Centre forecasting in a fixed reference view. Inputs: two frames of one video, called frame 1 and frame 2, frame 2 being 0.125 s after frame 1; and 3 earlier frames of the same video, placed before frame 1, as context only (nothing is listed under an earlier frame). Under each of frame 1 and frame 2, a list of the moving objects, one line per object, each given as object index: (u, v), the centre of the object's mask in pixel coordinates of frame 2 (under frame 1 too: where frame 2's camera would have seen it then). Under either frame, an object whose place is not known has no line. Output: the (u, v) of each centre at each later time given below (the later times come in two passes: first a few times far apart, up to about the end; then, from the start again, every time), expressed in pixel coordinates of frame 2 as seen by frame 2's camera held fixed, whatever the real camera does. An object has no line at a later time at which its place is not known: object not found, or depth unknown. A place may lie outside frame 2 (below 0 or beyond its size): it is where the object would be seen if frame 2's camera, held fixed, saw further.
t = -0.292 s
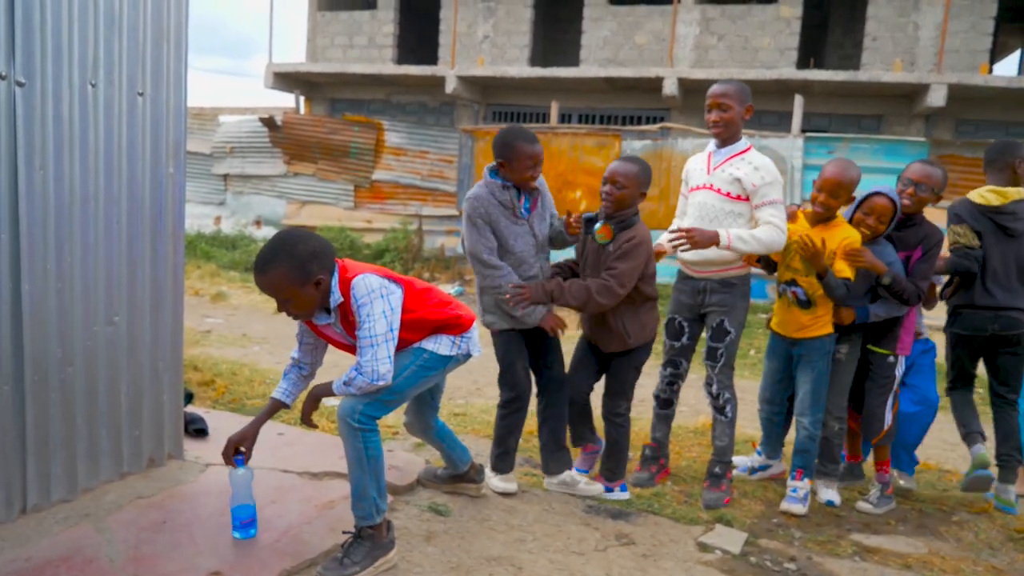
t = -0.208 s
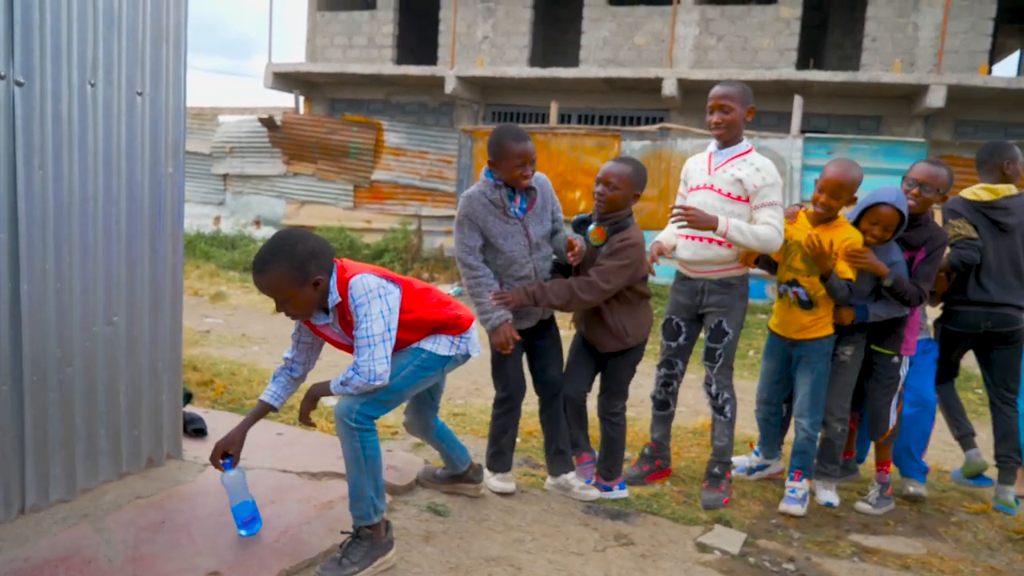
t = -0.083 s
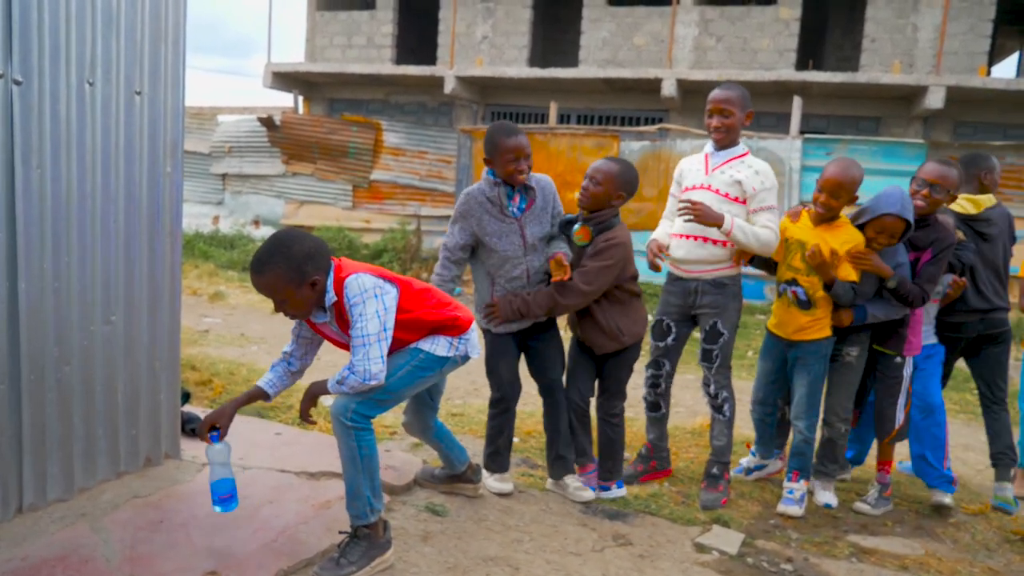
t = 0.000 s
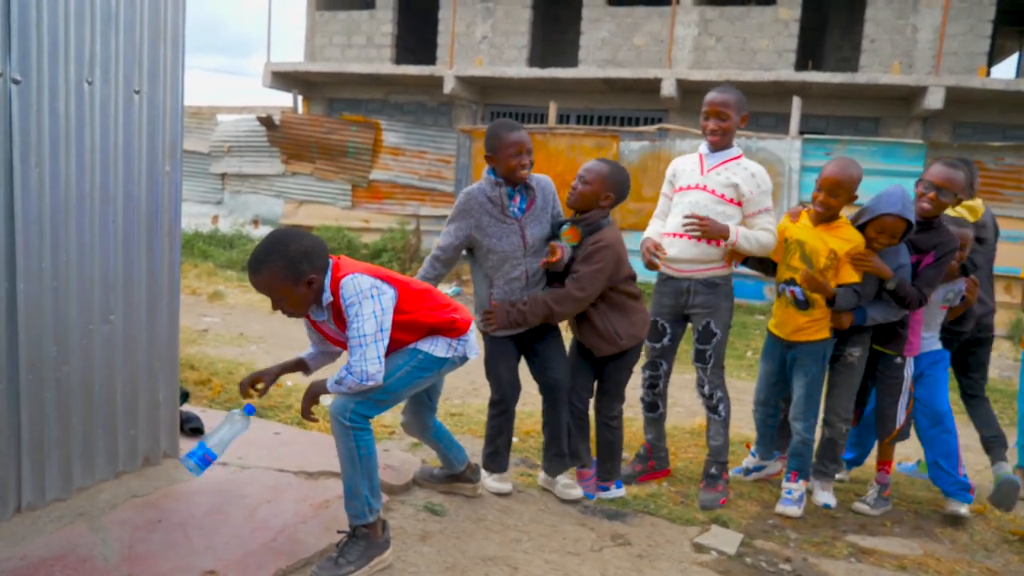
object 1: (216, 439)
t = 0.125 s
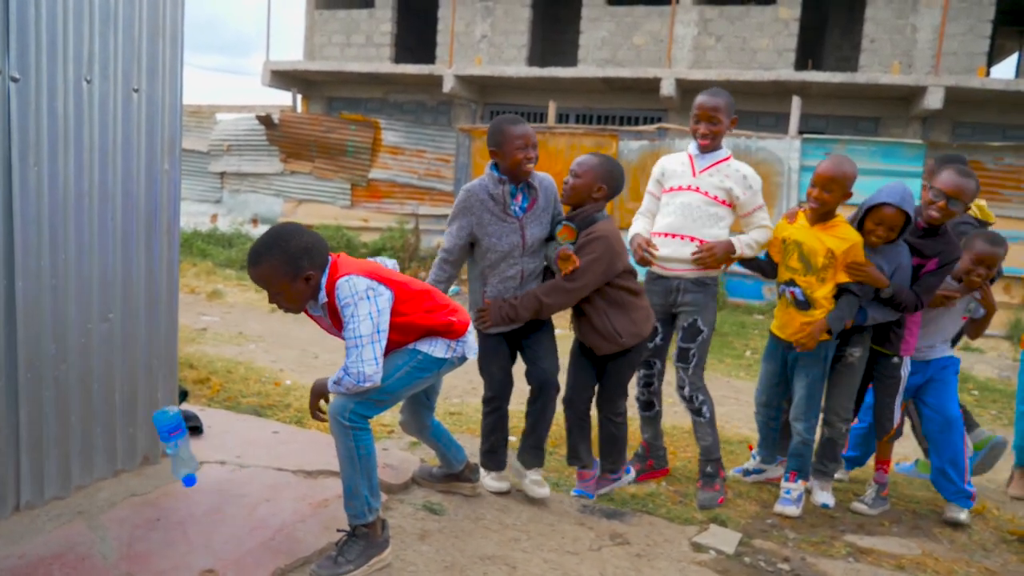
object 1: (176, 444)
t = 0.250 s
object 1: (126, 475)
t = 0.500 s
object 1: (91, 553)
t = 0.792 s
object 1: (90, 554)
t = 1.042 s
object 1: (89, 553)
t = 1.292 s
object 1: (90, 553)
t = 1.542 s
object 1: (89, 553)
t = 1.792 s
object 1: (90, 553)
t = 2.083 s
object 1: (91, 553)
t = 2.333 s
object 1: (91, 553)
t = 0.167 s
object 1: (156, 451)
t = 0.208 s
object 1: (139, 461)
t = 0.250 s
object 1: (126, 475)
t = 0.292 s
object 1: (116, 497)
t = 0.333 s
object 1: (106, 527)
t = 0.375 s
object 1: (102, 547)
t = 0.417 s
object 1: (98, 548)
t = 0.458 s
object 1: (92, 551)
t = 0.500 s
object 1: (91, 553)
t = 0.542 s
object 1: (90, 553)
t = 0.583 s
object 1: (90, 553)
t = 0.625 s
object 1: (90, 553)
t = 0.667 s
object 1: (90, 553)
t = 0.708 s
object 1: (90, 554)
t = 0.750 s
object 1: (90, 554)
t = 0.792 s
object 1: (90, 554)
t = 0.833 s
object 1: (90, 553)
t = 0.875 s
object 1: (90, 553)
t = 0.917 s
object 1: (90, 553)
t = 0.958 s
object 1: (90, 553)
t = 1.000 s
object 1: (89, 553)
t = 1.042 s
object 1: (89, 553)
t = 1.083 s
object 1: (90, 553)
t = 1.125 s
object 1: (89, 553)
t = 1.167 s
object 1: (90, 553)
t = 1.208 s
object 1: (90, 553)
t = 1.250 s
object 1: (90, 553)
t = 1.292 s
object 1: (90, 553)
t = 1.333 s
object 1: (90, 554)
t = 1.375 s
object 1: (89, 554)
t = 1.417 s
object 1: (89, 553)
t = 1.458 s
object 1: (89, 553)
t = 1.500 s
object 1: (89, 553)
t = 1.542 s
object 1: (89, 553)
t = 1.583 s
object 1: (89, 553)
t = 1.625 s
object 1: (89, 553)
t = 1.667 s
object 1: (90, 553)
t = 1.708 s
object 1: (90, 553)
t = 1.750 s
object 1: (90, 553)
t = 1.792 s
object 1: (90, 553)
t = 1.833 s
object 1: (90, 553)
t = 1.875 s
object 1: (91, 553)
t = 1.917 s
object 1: (90, 553)
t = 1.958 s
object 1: (91, 553)
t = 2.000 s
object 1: (90, 553)
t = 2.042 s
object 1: (90, 553)
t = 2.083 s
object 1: (91, 553)
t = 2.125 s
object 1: (91, 553)
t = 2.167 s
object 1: (91, 553)
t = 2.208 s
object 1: (91, 553)
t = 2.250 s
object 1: (91, 553)
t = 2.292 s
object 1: (91, 553)
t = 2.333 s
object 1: (91, 553)
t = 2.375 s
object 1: (90, 553)
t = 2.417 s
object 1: (90, 553)
